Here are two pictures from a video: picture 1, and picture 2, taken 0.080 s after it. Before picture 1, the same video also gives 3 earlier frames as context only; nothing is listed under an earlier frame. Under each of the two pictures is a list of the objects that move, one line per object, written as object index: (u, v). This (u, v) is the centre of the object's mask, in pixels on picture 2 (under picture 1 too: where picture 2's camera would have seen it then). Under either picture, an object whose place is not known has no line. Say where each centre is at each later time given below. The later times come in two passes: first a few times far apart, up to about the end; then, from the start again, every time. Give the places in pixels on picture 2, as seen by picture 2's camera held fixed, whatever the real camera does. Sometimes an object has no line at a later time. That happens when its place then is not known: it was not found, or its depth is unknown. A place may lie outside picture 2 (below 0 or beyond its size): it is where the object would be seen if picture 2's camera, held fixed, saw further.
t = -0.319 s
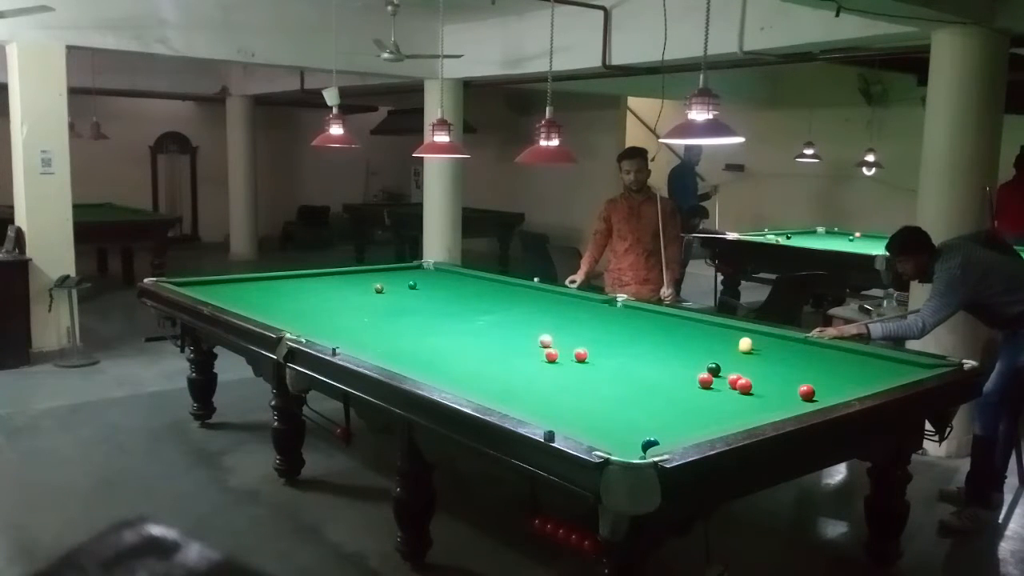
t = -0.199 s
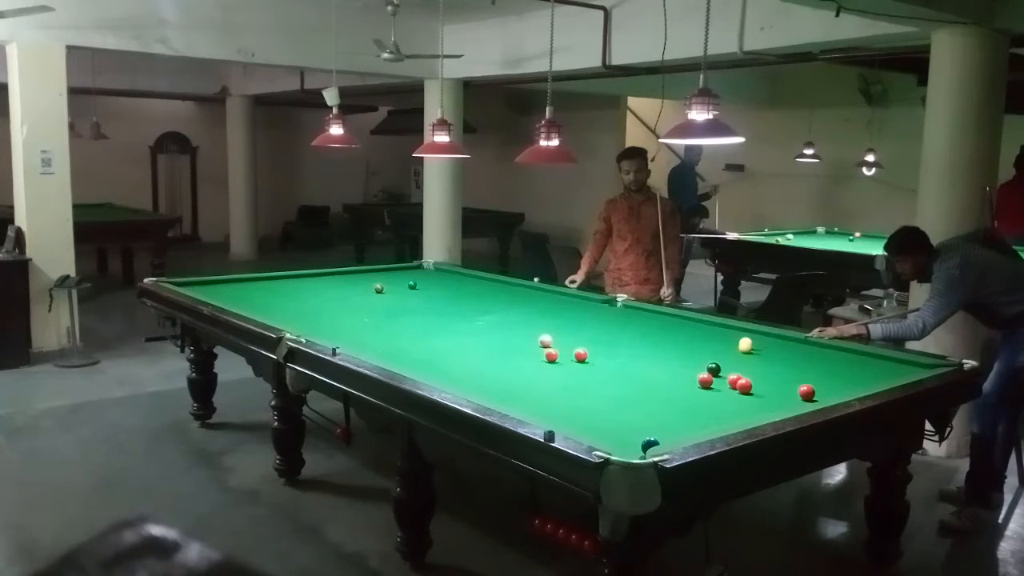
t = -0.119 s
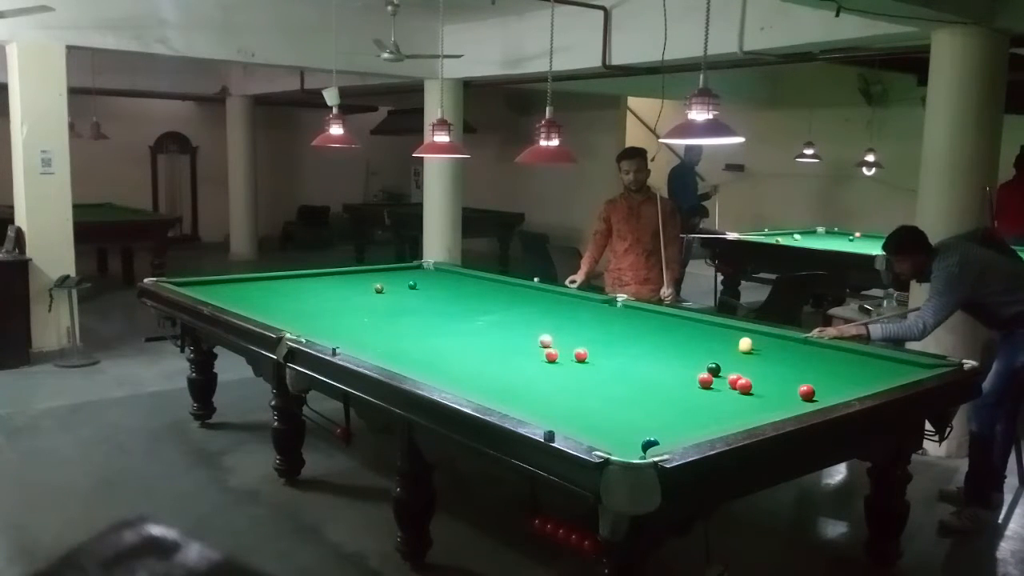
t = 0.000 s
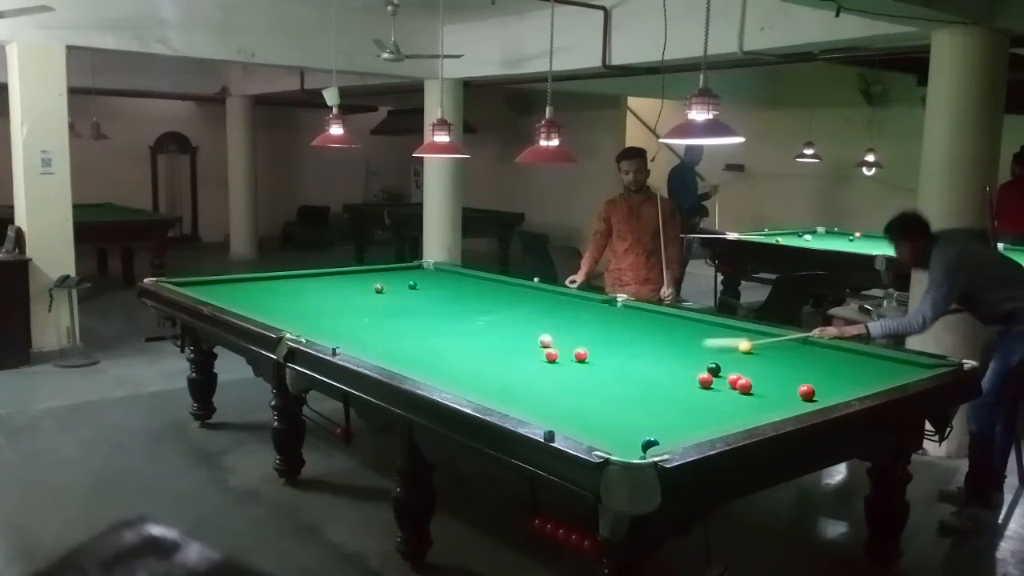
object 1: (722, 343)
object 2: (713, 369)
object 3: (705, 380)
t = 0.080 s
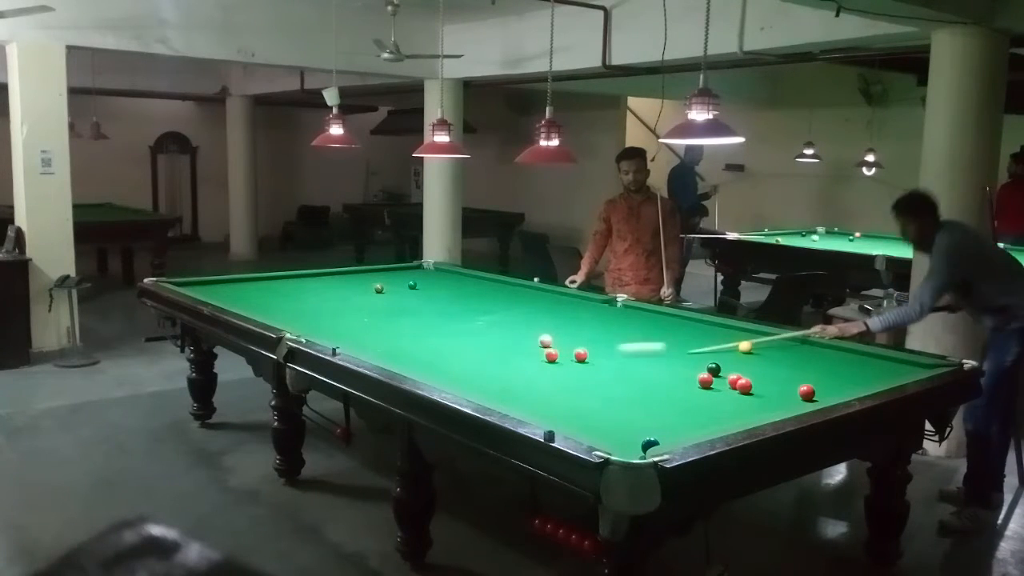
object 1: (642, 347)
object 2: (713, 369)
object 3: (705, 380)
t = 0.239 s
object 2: (713, 369)
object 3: (705, 380)
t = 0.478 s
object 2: (713, 369)
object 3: (705, 380)
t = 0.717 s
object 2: (713, 369)
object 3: (705, 380)
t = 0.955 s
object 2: (713, 369)
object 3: (705, 380)
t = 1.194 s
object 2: (713, 369)
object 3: (705, 380)
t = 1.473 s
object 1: (255, 289)
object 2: (713, 369)
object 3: (705, 380)
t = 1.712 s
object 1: (221, 282)
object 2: (716, 375)
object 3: (705, 380)
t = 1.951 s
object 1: (204, 285)
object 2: (722, 384)
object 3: (693, 384)
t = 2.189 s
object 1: (193, 291)
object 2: (728, 390)
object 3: (680, 387)
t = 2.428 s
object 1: (223, 295)
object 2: (733, 396)
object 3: (667, 391)
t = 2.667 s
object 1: (253, 298)
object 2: (739, 401)
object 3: (656, 394)
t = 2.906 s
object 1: (283, 301)
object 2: (745, 406)
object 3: (646, 397)
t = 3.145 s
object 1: (313, 303)
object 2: (751, 410)
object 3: (637, 399)
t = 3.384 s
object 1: (342, 306)
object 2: (757, 412)
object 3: (629, 401)
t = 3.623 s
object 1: (371, 308)
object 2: (756, 413)
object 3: (623, 404)
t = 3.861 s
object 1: (399, 311)
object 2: (750, 414)
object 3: (618, 405)
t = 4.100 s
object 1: (427, 313)
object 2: (746, 414)
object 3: (614, 406)
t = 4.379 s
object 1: (458, 316)
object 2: (745, 414)
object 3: (612, 407)
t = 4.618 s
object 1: (485, 318)
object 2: (745, 414)
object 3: (612, 407)
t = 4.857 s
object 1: (510, 320)
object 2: (745, 414)
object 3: (613, 408)
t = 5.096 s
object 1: (535, 322)
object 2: (745, 414)
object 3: (612, 408)
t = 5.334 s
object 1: (560, 325)
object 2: (745, 414)
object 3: (612, 408)
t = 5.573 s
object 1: (583, 327)
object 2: (745, 414)
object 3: (612, 408)
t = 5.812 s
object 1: (606, 328)
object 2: (745, 414)
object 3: (612, 408)
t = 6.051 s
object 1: (628, 330)
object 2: (745, 414)
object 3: (612, 408)
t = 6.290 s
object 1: (648, 333)
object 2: (745, 414)
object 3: (613, 408)
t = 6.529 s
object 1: (668, 334)
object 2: (745, 414)
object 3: (612, 408)
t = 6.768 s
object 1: (686, 336)
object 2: (745, 414)
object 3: (613, 408)
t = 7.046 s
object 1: (706, 338)
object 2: (745, 414)
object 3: (613, 408)
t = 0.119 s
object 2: (713, 369)
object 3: (705, 380)
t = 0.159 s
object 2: (713, 369)
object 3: (705, 380)
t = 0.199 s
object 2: (713, 369)
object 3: (705, 381)
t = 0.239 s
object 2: (713, 369)
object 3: (705, 380)
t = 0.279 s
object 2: (713, 369)
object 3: (705, 380)
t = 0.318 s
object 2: (713, 369)
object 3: (705, 380)
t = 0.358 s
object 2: (713, 369)
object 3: (705, 380)
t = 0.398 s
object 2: (713, 369)
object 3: (705, 380)
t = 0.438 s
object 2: (713, 369)
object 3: (705, 380)
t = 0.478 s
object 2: (713, 369)
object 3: (705, 380)
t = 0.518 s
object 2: (713, 369)
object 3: (705, 380)
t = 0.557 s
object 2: (713, 369)
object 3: (705, 380)
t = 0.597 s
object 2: (713, 369)
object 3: (705, 380)
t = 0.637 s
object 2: (713, 369)
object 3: (705, 380)
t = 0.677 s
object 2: (713, 369)
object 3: (705, 380)
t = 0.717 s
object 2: (713, 369)
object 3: (705, 380)
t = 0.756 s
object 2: (713, 369)
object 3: (705, 380)
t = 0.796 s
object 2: (713, 369)
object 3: (705, 380)
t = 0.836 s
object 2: (713, 369)
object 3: (705, 380)
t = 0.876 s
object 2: (713, 369)
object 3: (705, 380)
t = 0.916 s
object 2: (713, 369)
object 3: (705, 380)
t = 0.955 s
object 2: (713, 369)
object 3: (705, 380)
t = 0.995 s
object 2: (713, 369)
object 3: (705, 381)
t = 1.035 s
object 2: (713, 369)
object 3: (705, 381)
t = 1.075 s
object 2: (713, 369)
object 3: (705, 380)
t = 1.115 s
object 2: (713, 369)
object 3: (705, 380)
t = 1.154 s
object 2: (713, 369)
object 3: (705, 380)
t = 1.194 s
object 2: (713, 369)
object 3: (705, 380)
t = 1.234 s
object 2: (713, 369)
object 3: (705, 380)
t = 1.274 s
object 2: (713, 369)
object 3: (705, 380)
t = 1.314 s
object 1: (279, 294)
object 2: (713, 369)
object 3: (705, 380)
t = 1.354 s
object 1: (273, 293)
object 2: (713, 369)
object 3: (705, 380)
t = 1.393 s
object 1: (267, 292)
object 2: (713, 369)
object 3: (705, 380)
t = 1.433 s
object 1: (261, 291)
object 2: (713, 369)
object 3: (705, 380)
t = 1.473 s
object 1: (255, 289)
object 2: (713, 369)
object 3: (705, 380)
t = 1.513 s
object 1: (249, 288)
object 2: (713, 369)
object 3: (705, 380)
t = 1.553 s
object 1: (243, 287)
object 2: (713, 369)
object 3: (705, 380)
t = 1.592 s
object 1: (237, 286)
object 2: (713, 369)
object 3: (705, 380)
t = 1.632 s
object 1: (231, 285)
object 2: (714, 371)
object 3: (705, 380)
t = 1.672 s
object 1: (227, 283)
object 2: (715, 373)
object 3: (705, 380)
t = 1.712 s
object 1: (221, 282)
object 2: (716, 375)
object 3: (705, 380)
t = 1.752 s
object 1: (216, 281)
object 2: (716, 378)
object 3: (705, 380)
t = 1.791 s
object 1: (211, 281)
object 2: (717, 379)
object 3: (703, 381)
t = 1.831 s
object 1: (209, 282)
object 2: (719, 380)
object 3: (700, 382)
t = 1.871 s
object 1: (208, 283)
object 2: (721, 381)
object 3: (698, 382)
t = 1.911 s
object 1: (205, 284)
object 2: (721, 383)
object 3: (696, 383)
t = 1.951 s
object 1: (204, 285)
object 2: (722, 384)
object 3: (693, 384)
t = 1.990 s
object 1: (201, 286)
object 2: (723, 385)
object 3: (691, 384)
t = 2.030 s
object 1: (199, 288)
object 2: (724, 386)
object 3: (689, 385)
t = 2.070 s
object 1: (197, 289)
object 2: (725, 387)
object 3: (686, 385)
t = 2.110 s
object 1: (195, 289)
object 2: (726, 388)
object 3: (684, 386)
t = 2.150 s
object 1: (193, 290)
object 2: (727, 389)
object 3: (682, 387)
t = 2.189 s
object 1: (193, 291)
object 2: (728, 390)
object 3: (680, 387)
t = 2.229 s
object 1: (198, 291)
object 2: (729, 391)
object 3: (677, 388)
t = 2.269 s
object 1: (204, 292)
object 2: (730, 392)
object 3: (675, 389)
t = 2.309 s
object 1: (209, 293)
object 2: (731, 393)
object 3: (673, 389)
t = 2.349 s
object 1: (213, 294)
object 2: (732, 394)
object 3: (671, 390)
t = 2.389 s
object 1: (218, 294)
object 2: (733, 395)
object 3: (669, 391)
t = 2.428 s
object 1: (223, 295)
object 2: (733, 396)
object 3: (667, 391)
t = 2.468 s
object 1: (228, 295)
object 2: (734, 397)
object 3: (665, 392)
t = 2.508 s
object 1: (233, 296)
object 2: (735, 397)
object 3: (663, 392)
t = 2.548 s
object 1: (238, 297)
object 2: (736, 398)
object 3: (661, 393)
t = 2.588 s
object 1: (243, 297)
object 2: (737, 399)
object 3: (659, 393)
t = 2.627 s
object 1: (248, 298)
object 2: (738, 400)
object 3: (657, 394)
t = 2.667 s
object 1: (253, 298)
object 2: (739, 401)
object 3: (656, 394)
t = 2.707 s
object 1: (258, 299)
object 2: (740, 402)
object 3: (654, 395)
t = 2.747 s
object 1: (264, 299)
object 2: (741, 402)
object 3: (652, 395)
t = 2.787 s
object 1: (269, 299)
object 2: (742, 403)
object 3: (650, 395)
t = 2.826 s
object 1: (274, 300)
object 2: (743, 404)
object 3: (649, 396)
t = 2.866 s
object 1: (279, 300)
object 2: (744, 405)
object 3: (647, 396)
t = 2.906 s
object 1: (283, 301)
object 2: (745, 406)
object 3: (646, 397)
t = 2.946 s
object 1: (288, 301)
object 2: (746, 407)
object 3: (644, 397)
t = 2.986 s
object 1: (293, 302)
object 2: (747, 408)
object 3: (642, 398)
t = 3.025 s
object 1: (298, 302)
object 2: (748, 409)
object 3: (641, 398)
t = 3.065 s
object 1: (303, 303)
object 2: (749, 409)
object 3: (640, 399)
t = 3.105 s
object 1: (308, 303)
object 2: (750, 410)
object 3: (638, 399)
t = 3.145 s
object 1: (313, 303)
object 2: (751, 410)
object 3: (637, 399)
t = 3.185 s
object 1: (318, 304)
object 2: (752, 411)
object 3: (635, 400)
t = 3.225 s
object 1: (323, 304)
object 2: (753, 411)
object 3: (634, 400)
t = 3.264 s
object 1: (328, 305)
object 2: (754, 411)
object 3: (633, 401)
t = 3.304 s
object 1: (333, 305)
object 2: (755, 412)
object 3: (632, 401)
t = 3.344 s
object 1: (337, 306)
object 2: (756, 412)
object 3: (630, 401)
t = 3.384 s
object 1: (342, 306)
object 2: (757, 412)
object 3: (629, 401)
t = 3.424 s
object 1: (347, 306)
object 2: (757, 413)
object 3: (628, 402)
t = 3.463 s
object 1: (352, 307)
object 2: (758, 413)
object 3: (627, 402)
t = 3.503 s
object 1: (357, 307)
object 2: (759, 413)
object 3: (626, 403)
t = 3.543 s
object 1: (362, 307)
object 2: (758, 413)
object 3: (625, 403)
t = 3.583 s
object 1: (366, 308)
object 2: (757, 413)
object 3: (624, 403)
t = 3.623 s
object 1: (371, 308)
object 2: (756, 413)
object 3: (623, 404)
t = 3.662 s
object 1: (376, 309)
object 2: (755, 413)
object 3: (622, 404)
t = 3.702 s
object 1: (381, 309)
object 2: (753, 414)
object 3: (621, 404)
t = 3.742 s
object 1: (386, 310)
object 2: (752, 414)
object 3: (620, 405)
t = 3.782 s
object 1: (390, 310)
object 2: (751, 414)
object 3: (619, 405)
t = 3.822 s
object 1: (395, 310)
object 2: (750, 414)
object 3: (619, 405)
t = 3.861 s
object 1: (399, 311)
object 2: (750, 414)
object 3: (618, 405)
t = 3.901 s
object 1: (404, 311)
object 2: (749, 414)
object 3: (617, 405)
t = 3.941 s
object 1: (408, 312)
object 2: (748, 414)
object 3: (616, 406)
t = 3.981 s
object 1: (413, 312)
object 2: (747, 414)
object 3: (616, 406)
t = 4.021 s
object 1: (417, 312)
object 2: (747, 414)
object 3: (615, 406)
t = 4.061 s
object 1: (422, 313)
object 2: (746, 414)
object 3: (615, 406)
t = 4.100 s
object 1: (427, 313)
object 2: (746, 414)
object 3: (614, 406)
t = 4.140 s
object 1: (431, 314)
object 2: (745, 414)
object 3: (614, 406)
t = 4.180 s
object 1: (436, 314)
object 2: (745, 414)
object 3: (613, 407)
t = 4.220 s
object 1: (440, 314)
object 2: (745, 414)
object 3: (613, 407)
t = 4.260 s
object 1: (445, 315)
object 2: (744, 414)
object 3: (613, 407)
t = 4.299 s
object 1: (449, 315)
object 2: (744, 414)
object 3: (612, 407)
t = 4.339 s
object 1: (454, 316)
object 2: (744, 414)
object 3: (612, 407)
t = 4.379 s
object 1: (458, 316)
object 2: (745, 414)
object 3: (612, 407)
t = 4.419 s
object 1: (463, 316)
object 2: (745, 414)
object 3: (612, 407)
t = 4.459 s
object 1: (467, 317)
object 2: (745, 414)
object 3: (612, 407)
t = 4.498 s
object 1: (472, 317)
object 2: (745, 414)
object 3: (612, 407)
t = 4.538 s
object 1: (476, 318)
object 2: (745, 414)
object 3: (612, 407)
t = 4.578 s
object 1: (480, 318)
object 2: (745, 414)
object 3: (612, 407)
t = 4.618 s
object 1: (485, 318)
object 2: (745, 414)
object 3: (612, 407)
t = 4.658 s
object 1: (489, 319)
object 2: (745, 414)
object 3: (612, 408)
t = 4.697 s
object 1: (493, 319)
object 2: (745, 414)
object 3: (612, 408)
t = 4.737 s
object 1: (497, 319)
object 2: (745, 414)
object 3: (612, 408)
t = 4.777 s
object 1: (502, 319)
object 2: (745, 414)
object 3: (612, 408)
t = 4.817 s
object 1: (506, 320)
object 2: (745, 414)
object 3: (612, 408)
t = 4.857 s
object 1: (510, 320)
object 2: (745, 414)
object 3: (613, 408)
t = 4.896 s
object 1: (515, 321)
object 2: (745, 414)
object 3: (613, 408)
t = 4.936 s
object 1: (519, 321)
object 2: (745, 414)
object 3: (613, 408)
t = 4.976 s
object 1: (523, 321)
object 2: (745, 414)
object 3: (613, 408)
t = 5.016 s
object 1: (527, 322)
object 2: (745, 414)
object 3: (612, 408)
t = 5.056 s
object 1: (531, 322)
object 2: (745, 414)
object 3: (612, 408)
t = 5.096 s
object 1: (535, 322)
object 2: (745, 414)
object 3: (612, 408)
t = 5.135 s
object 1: (539, 323)
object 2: (745, 414)
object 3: (612, 408)
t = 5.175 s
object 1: (543, 323)
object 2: (745, 414)
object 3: (612, 408)
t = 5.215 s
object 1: (548, 324)
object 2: (745, 414)
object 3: (612, 408)
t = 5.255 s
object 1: (552, 324)
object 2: (745, 414)
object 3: (612, 408)
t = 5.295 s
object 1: (555, 324)
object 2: (745, 414)
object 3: (612, 408)
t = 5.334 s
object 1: (560, 325)
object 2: (745, 414)
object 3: (612, 408)
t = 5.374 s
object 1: (564, 325)
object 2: (745, 414)
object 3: (612, 408)
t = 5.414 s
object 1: (568, 325)
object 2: (745, 414)
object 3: (612, 408)
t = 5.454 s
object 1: (572, 326)
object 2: (745, 414)
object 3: (612, 408)
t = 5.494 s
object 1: (575, 326)
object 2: (745, 414)
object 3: (612, 408)
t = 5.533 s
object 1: (579, 326)
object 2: (745, 414)
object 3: (612, 408)
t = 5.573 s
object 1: (583, 327)
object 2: (745, 414)
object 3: (612, 408)
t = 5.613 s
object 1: (587, 327)
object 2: (745, 414)
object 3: (612, 408)
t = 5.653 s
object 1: (591, 327)
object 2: (745, 414)
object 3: (612, 408)
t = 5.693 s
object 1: (594, 328)
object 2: (745, 414)
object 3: (612, 408)
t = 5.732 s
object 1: (599, 328)
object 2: (745, 414)
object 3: (612, 408)
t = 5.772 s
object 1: (602, 328)
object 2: (745, 414)
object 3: (612, 408)
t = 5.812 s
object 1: (606, 328)
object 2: (745, 414)
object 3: (612, 408)
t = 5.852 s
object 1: (610, 329)
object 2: (745, 414)
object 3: (612, 408)
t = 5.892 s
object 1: (613, 329)
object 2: (745, 414)
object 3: (612, 408)
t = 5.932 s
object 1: (617, 329)
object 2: (745, 414)
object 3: (612, 408)
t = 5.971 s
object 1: (620, 330)
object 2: (745, 414)
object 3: (612, 408)
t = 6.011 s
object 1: (624, 330)
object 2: (745, 414)
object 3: (612, 408)
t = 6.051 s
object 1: (628, 330)
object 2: (745, 414)
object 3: (612, 408)
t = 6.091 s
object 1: (631, 331)
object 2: (745, 414)
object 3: (612, 408)
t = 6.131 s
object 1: (635, 331)
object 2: (745, 414)
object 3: (612, 408)
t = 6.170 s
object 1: (638, 332)
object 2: (745, 414)
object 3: (612, 408)
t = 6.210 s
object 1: (641, 332)
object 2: (745, 414)
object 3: (612, 408)
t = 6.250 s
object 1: (645, 332)
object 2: (745, 414)
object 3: (613, 408)
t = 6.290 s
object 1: (648, 333)
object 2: (745, 414)
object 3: (613, 408)
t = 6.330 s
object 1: (651, 333)
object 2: (745, 414)
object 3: (612, 408)
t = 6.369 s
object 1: (655, 333)
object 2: (745, 414)
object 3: (612, 408)
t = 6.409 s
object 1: (658, 333)
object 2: (745, 414)
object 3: (612, 408)
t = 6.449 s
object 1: (661, 334)
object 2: (745, 414)
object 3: (612, 408)
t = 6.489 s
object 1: (665, 334)
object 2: (745, 414)
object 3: (612, 408)
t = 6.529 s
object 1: (668, 334)
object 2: (745, 414)
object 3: (612, 408)
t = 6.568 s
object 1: (671, 335)
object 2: (745, 414)
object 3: (613, 408)
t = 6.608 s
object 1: (674, 335)
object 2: (745, 414)
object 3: (613, 408)
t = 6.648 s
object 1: (677, 335)
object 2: (745, 414)
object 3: (613, 408)
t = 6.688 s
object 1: (680, 335)
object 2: (745, 414)
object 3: (613, 408)
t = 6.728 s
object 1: (683, 336)
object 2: (745, 414)
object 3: (613, 408)
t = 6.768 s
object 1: (686, 336)
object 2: (745, 414)
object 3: (613, 408)
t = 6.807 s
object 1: (689, 336)
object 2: (745, 414)
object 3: (613, 408)
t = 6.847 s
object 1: (692, 336)
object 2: (745, 414)
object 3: (613, 408)
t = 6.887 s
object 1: (695, 337)
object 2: (745, 414)
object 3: (613, 408)
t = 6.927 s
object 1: (698, 337)
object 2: (745, 414)
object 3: (613, 408)
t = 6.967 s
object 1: (700, 337)
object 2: (745, 414)
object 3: (613, 408)
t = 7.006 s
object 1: (703, 338)
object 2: (745, 414)
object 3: (613, 408)
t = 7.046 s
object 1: (706, 338)
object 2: (745, 414)
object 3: (613, 408)
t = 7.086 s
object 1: (709, 338)
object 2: (745, 414)
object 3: (613, 408)
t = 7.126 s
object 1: (711, 338)
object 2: (745, 414)
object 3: (613, 408)
